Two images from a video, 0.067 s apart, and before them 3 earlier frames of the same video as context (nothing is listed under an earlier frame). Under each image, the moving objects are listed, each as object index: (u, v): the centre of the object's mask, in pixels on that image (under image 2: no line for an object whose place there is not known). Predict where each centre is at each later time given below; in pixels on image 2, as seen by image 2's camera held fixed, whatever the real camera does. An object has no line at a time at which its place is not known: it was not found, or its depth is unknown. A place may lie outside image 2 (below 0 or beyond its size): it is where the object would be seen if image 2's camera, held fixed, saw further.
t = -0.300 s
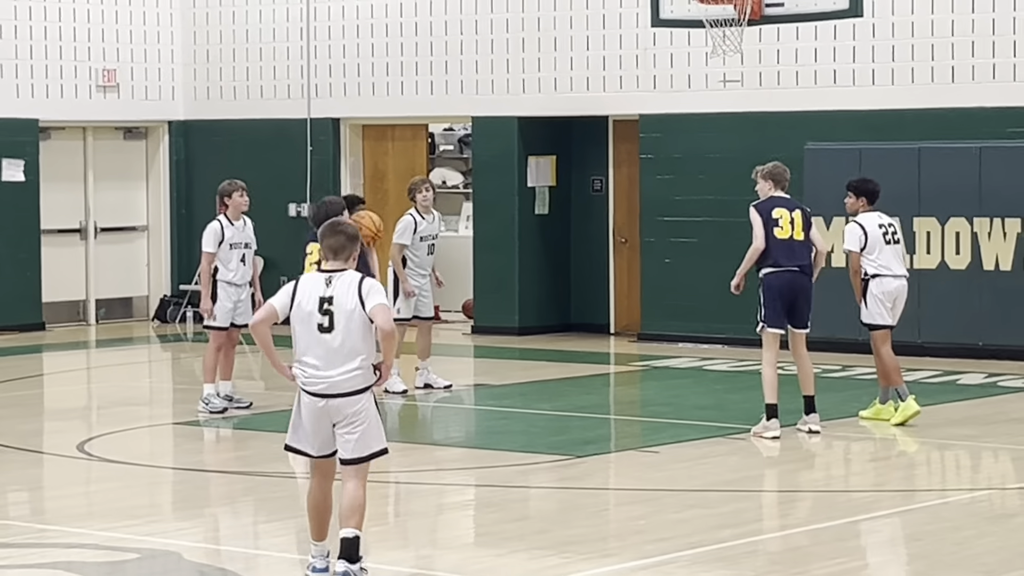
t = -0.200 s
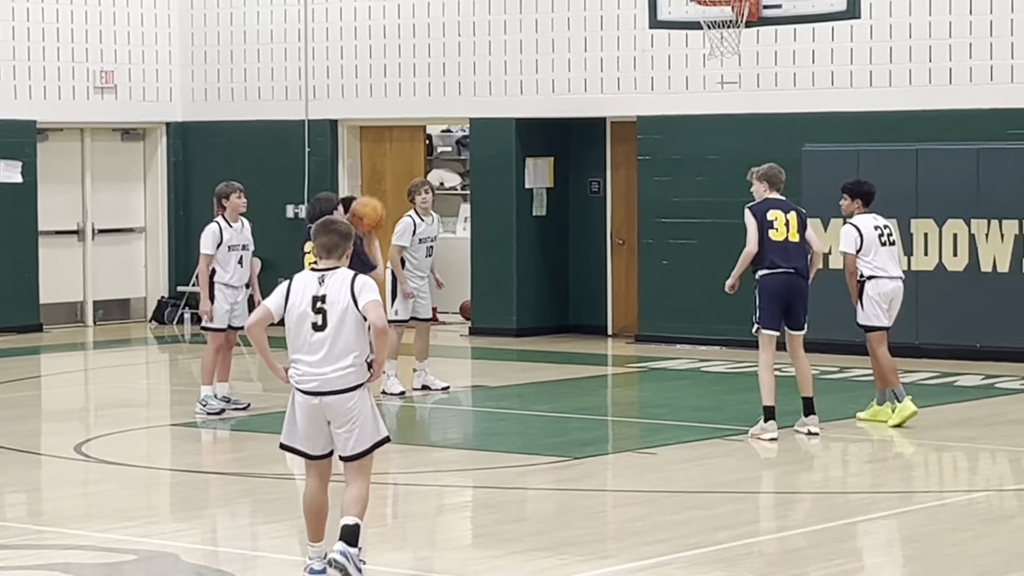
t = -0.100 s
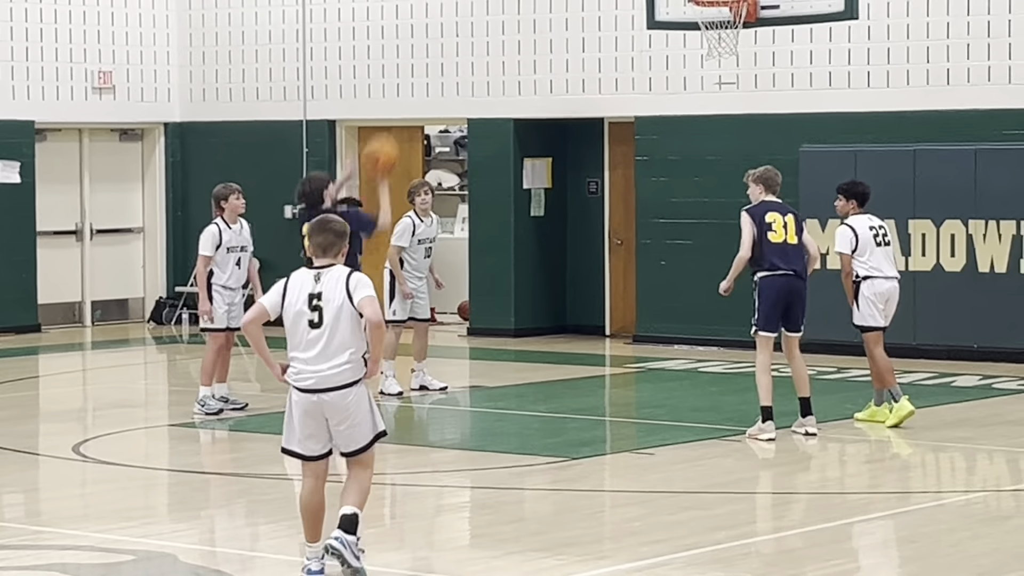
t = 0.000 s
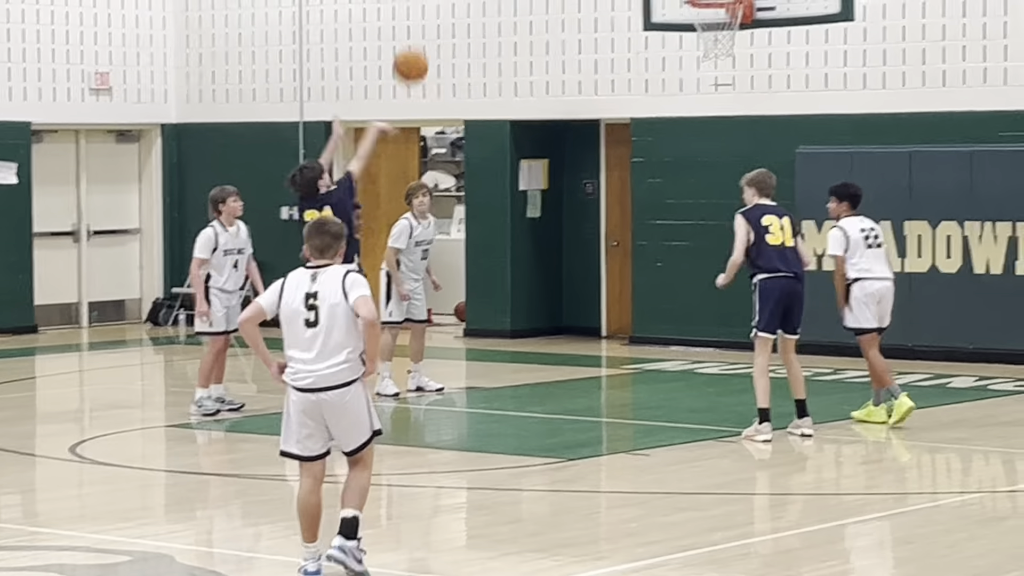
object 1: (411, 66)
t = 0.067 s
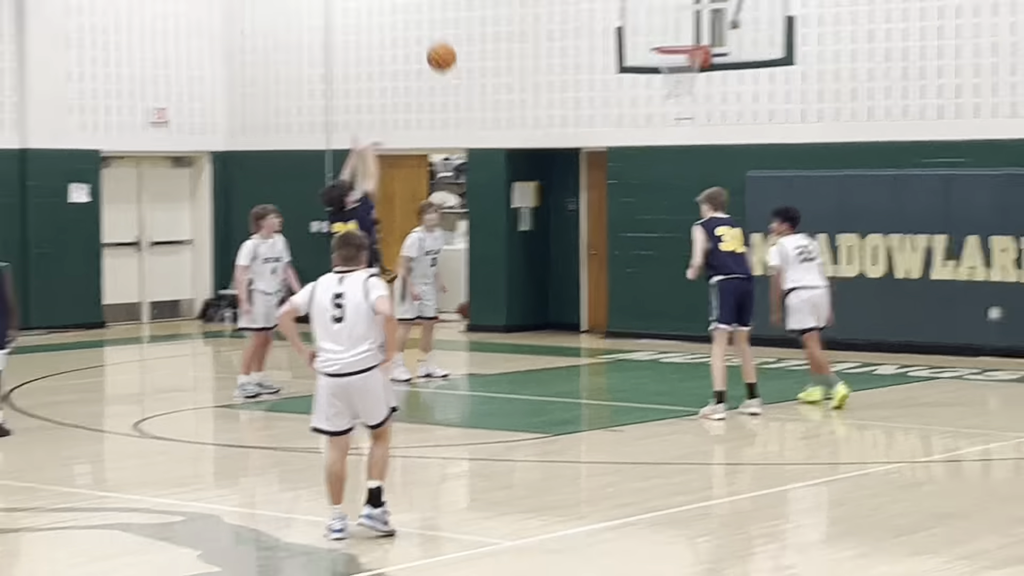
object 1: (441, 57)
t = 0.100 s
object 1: (451, 39)
